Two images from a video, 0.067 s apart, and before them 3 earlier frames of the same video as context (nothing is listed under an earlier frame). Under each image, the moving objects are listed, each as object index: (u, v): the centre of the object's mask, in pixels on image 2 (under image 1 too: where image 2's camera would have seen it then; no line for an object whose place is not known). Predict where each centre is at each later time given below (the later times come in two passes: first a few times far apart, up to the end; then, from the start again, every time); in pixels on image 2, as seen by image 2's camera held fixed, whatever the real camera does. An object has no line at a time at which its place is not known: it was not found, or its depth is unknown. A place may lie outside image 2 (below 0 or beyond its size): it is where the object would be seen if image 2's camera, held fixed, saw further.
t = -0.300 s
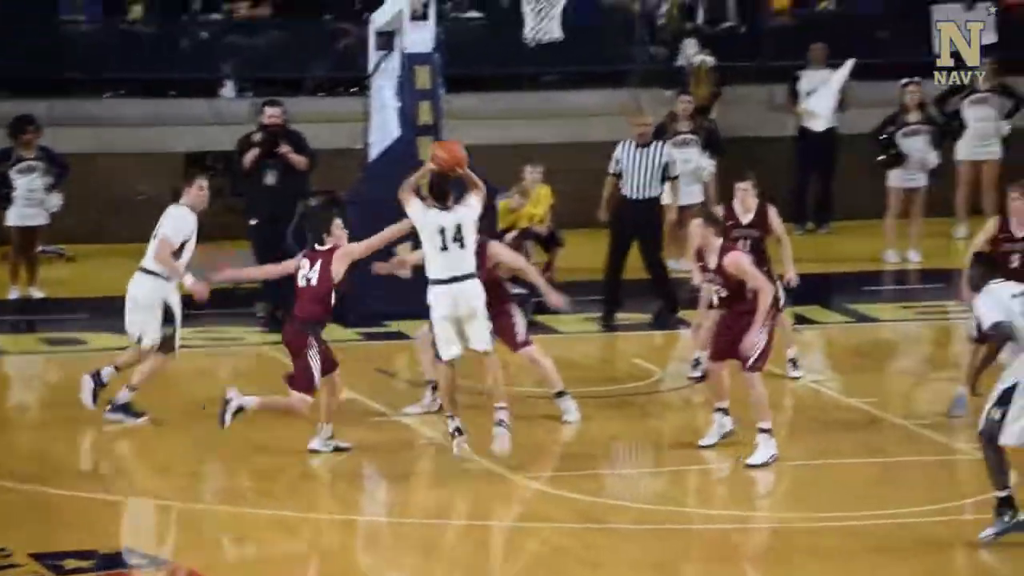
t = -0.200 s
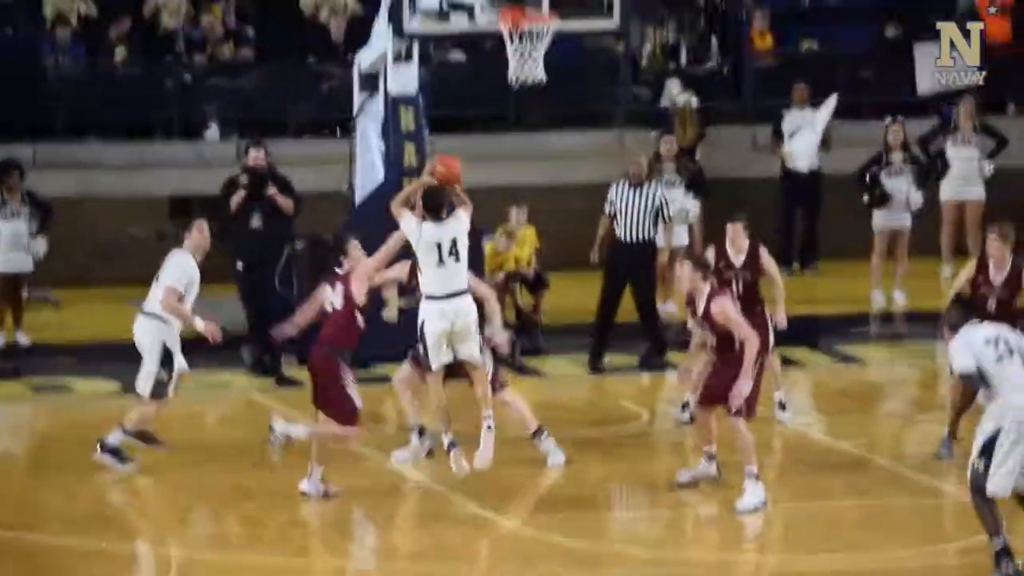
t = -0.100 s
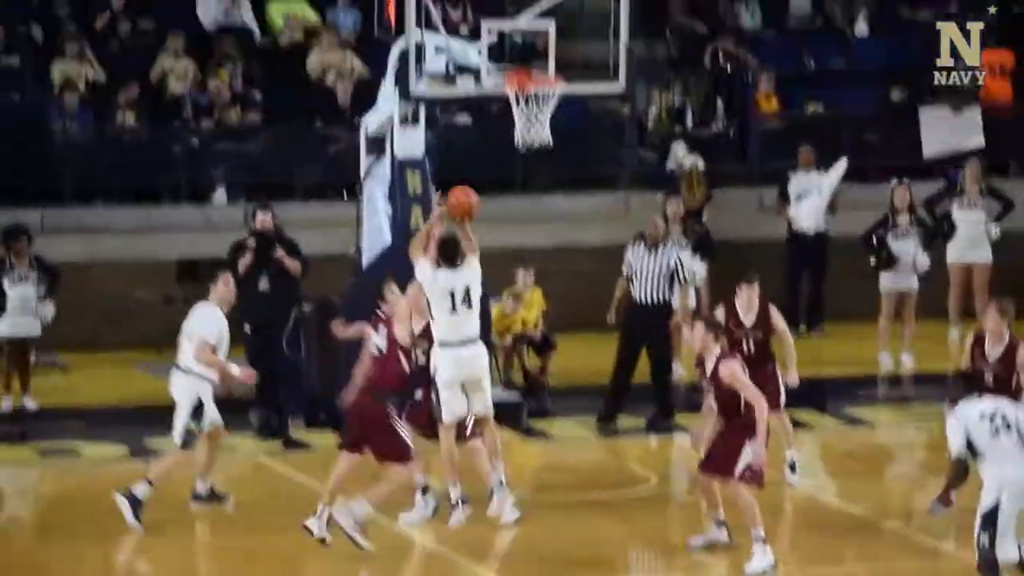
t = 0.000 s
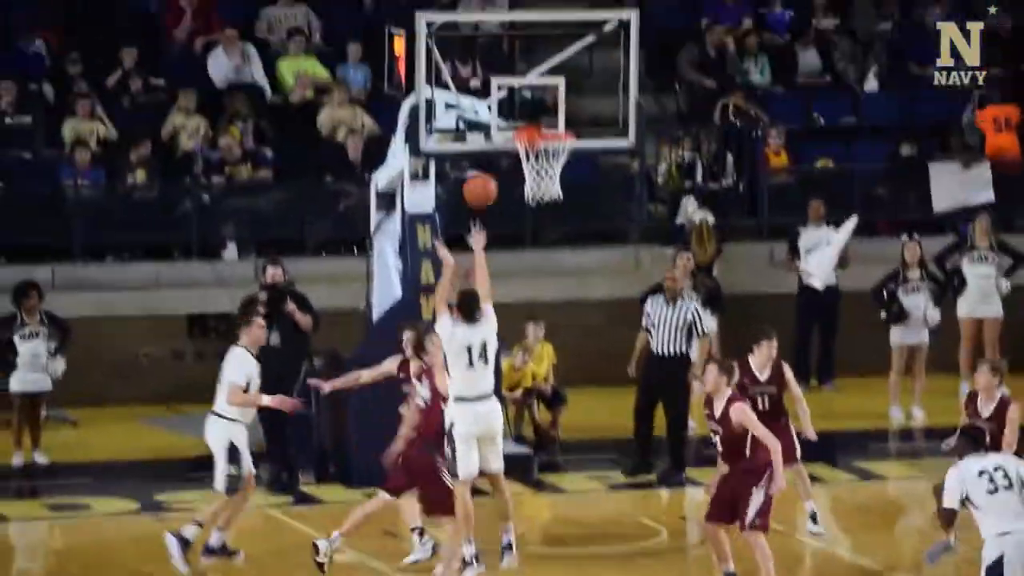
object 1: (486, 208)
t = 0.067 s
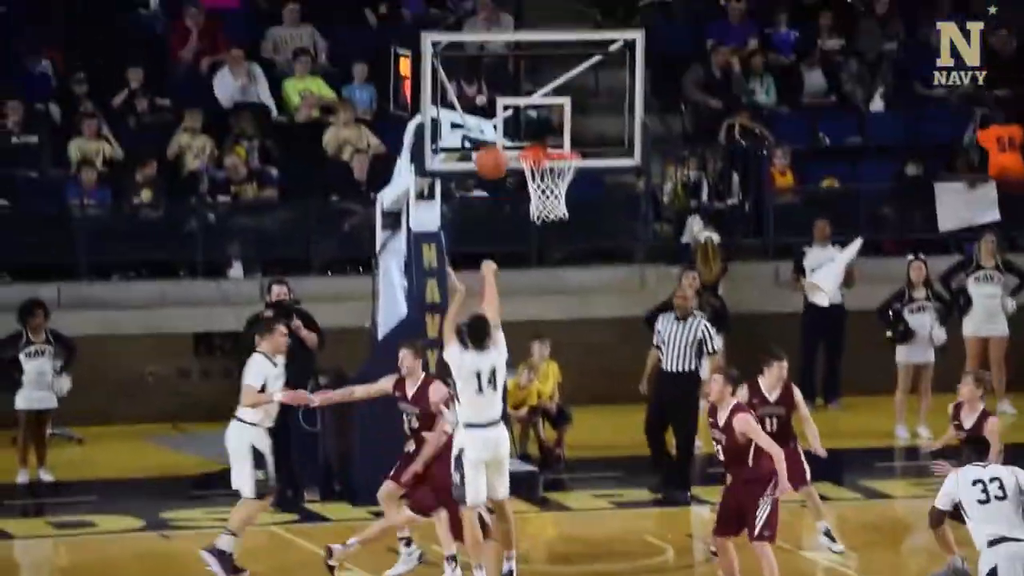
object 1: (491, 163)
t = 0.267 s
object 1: (508, 60)
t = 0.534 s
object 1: (529, 16)
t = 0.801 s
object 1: (543, 65)
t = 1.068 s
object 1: (551, 180)
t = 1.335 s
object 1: (550, 244)
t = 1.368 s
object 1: (550, 254)
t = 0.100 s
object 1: (494, 141)
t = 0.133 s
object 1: (497, 121)
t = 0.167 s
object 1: (500, 103)
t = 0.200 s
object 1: (503, 86)
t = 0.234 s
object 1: (505, 73)
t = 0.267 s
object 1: (508, 60)
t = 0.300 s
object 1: (512, 49)
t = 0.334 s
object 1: (514, 40)
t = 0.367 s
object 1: (517, 33)
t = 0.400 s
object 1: (519, 26)
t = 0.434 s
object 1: (521, 21)
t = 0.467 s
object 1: (524, 18)
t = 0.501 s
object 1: (526, 16)
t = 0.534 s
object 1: (529, 16)
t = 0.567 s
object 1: (531, 17)
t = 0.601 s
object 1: (533, 19)
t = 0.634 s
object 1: (535, 24)
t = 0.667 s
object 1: (537, 30)
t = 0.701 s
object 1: (539, 37)
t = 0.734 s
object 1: (540, 46)
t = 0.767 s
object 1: (542, 56)
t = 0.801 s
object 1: (543, 65)
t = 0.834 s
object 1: (545, 77)
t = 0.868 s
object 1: (546, 90)
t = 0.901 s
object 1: (549, 108)
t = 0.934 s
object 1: (550, 122)
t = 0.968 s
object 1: (551, 138)
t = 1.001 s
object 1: (555, 150)
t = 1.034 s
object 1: (551, 175)
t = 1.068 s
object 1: (551, 180)
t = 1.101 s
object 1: (553, 198)
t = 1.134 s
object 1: (553, 197)
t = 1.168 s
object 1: (553, 199)
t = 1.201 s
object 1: (552, 206)
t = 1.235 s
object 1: (552, 213)
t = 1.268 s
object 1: (551, 222)
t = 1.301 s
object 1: (551, 232)
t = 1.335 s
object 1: (550, 244)
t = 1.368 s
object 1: (550, 254)
